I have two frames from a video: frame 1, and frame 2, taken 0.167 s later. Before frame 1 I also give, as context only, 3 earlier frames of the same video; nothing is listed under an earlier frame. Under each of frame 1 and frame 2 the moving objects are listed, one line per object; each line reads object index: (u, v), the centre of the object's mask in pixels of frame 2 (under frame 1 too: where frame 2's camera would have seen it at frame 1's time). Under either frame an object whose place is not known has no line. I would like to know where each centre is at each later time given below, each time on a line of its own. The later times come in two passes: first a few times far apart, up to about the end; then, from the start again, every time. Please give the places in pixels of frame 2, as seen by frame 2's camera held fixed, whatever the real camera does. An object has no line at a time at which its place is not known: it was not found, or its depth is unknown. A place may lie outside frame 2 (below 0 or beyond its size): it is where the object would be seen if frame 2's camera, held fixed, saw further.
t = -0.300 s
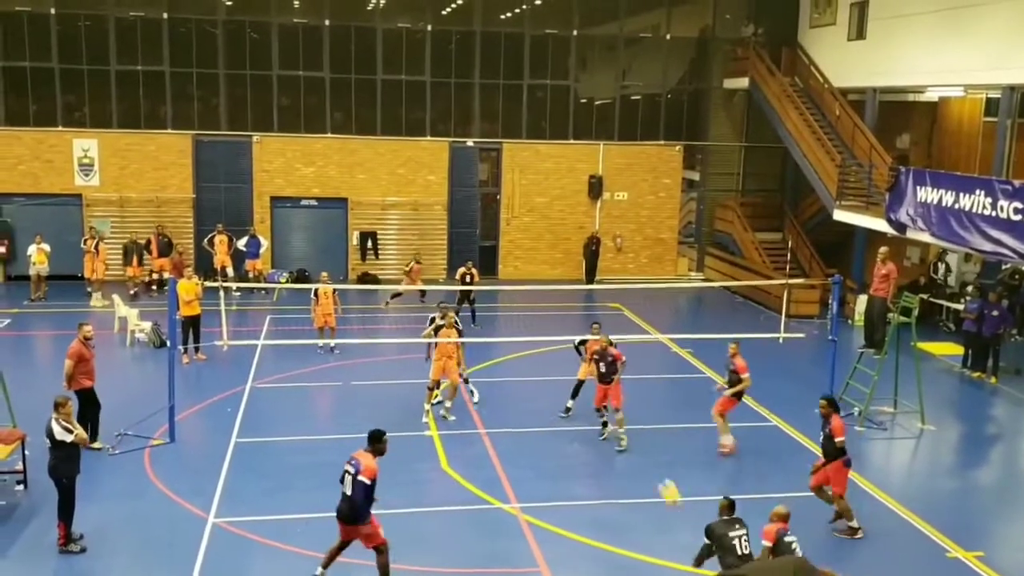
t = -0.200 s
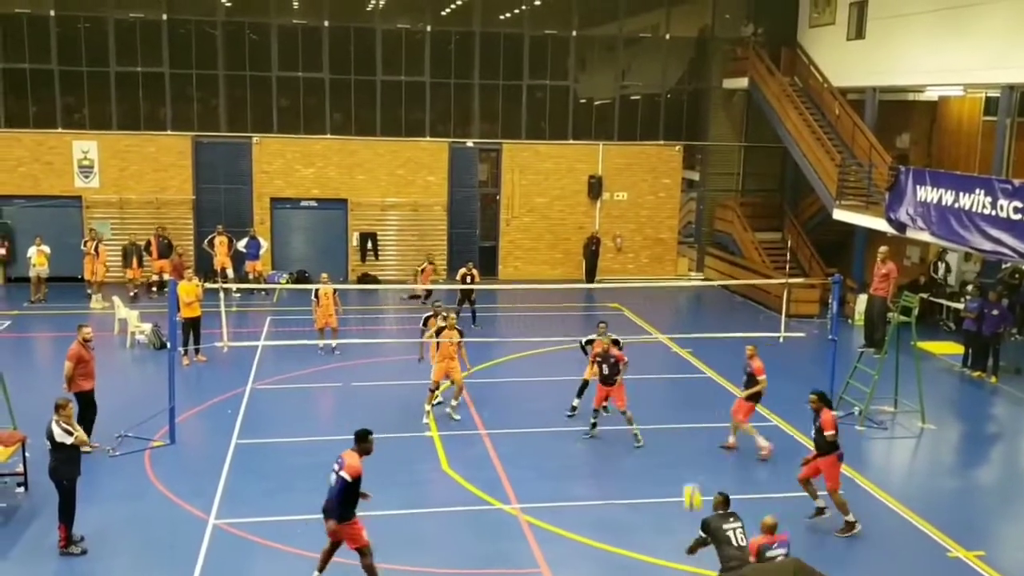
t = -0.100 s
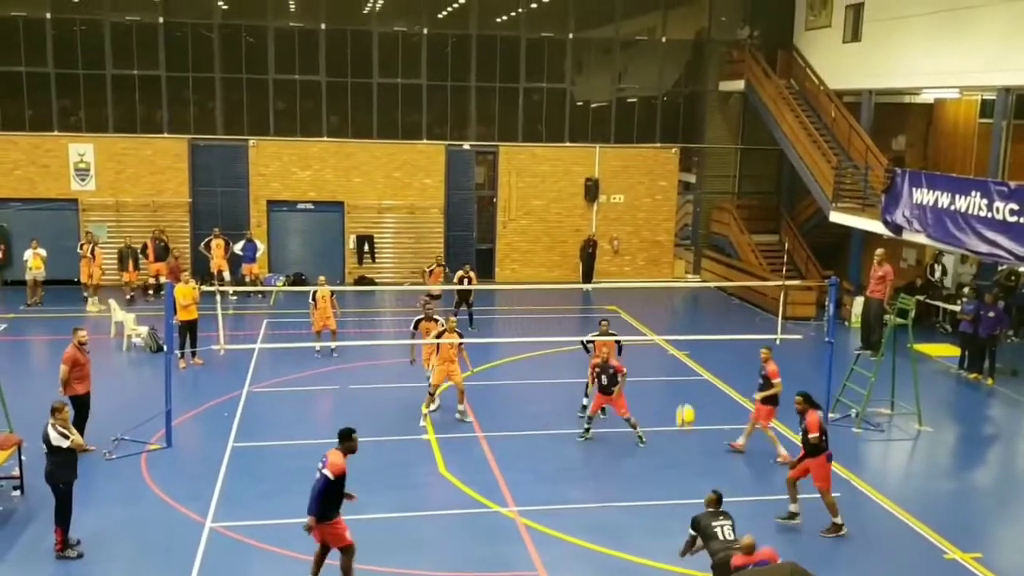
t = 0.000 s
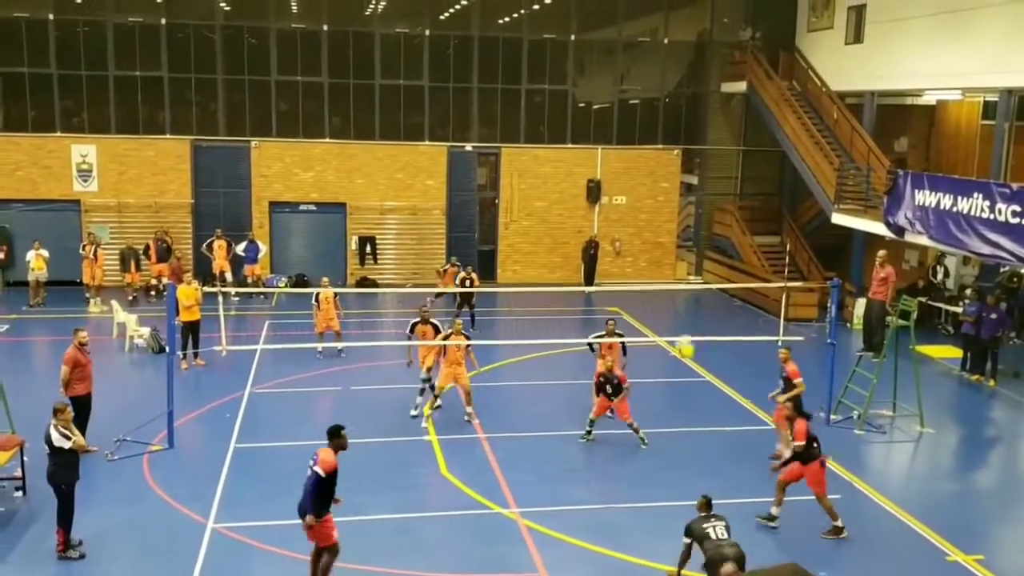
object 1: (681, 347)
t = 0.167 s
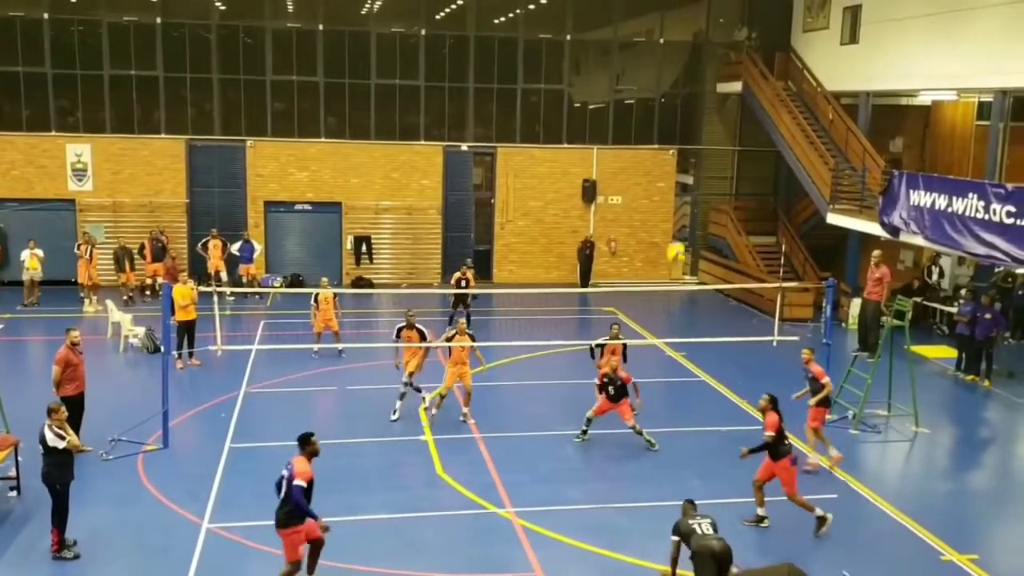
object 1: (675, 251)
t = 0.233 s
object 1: (675, 222)
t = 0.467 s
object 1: (670, 148)
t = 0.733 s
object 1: (663, 122)
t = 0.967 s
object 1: (654, 142)
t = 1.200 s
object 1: (644, 200)
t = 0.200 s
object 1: (675, 238)
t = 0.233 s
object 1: (675, 222)
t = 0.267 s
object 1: (674, 208)
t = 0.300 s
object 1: (674, 195)
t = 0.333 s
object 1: (672, 185)
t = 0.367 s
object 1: (672, 174)
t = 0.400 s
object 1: (671, 164)
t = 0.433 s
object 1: (670, 157)
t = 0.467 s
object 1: (670, 148)
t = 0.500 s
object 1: (669, 141)
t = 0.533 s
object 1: (668, 137)
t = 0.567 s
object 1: (667, 133)
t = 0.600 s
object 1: (666, 128)
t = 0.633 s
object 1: (665, 126)
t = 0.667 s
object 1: (665, 124)
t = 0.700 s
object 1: (663, 123)
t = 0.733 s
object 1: (663, 122)
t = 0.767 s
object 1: (661, 123)
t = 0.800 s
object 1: (661, 124)
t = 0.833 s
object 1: (659, 127)
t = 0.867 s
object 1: (658, 130)
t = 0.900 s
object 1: (657, 134)
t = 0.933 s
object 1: (655, 138)
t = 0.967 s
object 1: (654, 142)
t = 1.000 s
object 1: (652, 148)
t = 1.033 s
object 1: (651, 156)
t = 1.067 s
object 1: (649, 163)
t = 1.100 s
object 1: (648, 172)
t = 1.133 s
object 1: (648, 181)
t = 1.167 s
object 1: (646, 190)
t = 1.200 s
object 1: (644, 200)
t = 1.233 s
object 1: (642, 211)
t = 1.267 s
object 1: (641, 223)
